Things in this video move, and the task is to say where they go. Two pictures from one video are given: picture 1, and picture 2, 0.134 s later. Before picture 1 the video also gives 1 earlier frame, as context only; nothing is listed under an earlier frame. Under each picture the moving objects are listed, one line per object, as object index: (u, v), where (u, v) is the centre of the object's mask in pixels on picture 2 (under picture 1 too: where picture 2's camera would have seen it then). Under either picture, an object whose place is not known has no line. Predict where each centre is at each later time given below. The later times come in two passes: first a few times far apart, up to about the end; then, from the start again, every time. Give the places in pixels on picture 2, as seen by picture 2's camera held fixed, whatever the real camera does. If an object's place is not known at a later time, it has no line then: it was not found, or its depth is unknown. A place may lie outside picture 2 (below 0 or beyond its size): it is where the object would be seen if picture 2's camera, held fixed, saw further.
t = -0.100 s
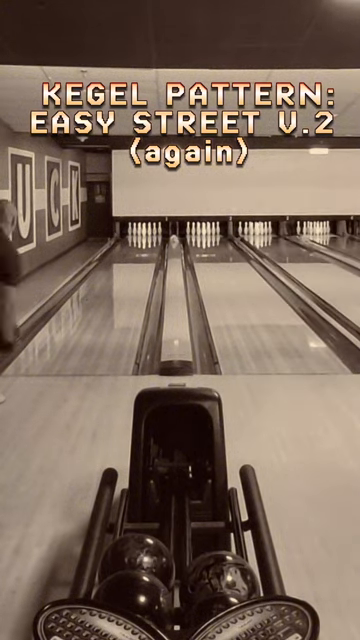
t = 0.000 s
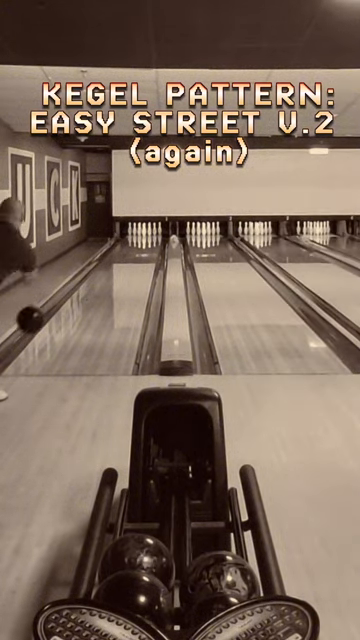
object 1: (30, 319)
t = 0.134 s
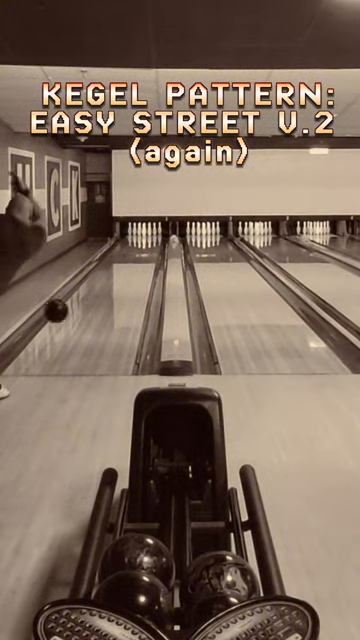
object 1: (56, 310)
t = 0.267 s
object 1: (76, 321)
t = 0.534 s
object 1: (102, 299)
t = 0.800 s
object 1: (120, 280)
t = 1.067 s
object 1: (132, 267)
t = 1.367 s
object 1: (140, 256)
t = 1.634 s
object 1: (145, 248)
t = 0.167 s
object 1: (61, 312)
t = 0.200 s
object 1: (66, 314)
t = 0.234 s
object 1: (71, 317)
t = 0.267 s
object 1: (76, 321)
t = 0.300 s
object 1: (80, 322)
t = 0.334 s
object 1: (84, 317)
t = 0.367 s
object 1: (87, 313)
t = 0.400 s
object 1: (90, 310)
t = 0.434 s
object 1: (94, 308)
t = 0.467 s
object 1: (97, 304)
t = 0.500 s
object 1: (99, 301)
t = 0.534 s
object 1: (102, 299)
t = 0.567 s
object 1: (105, 296)
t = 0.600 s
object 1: (107, 294)
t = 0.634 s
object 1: (110, 291)
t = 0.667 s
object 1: (112, 289)
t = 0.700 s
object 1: (114, 286)
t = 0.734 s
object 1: (116, 284)
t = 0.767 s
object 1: (118, 282)
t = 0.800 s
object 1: (120, 280)
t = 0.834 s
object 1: (122, 279)
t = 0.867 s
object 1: (123, 277)
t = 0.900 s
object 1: (125, 275)
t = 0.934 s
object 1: (127, 273)
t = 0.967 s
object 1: (128, 271)
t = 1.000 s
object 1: (129, 270)
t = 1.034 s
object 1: (130, 268)
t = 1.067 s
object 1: (132, 267)
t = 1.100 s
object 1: (133, 265)
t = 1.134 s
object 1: (134, 264)
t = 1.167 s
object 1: (135, 263)
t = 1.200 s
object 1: (136, 262)
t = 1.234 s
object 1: (137, 261)
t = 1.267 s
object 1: (138, 259)
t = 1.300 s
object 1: (139, 258)
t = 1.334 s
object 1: (139, 257)
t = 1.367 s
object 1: (140, 256)
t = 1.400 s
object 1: (141, 255)
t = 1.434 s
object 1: (141, 254)
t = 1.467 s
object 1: (142, 253)
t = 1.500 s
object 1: (143, 252)
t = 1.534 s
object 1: (144, 251)
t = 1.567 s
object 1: (144, 250)
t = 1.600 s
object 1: (145, 249)
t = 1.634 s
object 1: (145, 248)
